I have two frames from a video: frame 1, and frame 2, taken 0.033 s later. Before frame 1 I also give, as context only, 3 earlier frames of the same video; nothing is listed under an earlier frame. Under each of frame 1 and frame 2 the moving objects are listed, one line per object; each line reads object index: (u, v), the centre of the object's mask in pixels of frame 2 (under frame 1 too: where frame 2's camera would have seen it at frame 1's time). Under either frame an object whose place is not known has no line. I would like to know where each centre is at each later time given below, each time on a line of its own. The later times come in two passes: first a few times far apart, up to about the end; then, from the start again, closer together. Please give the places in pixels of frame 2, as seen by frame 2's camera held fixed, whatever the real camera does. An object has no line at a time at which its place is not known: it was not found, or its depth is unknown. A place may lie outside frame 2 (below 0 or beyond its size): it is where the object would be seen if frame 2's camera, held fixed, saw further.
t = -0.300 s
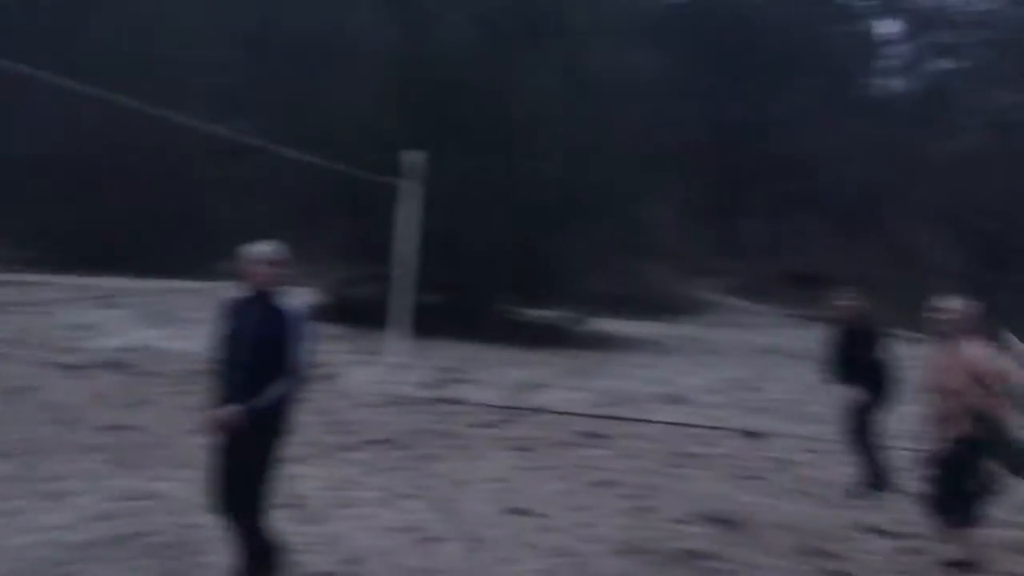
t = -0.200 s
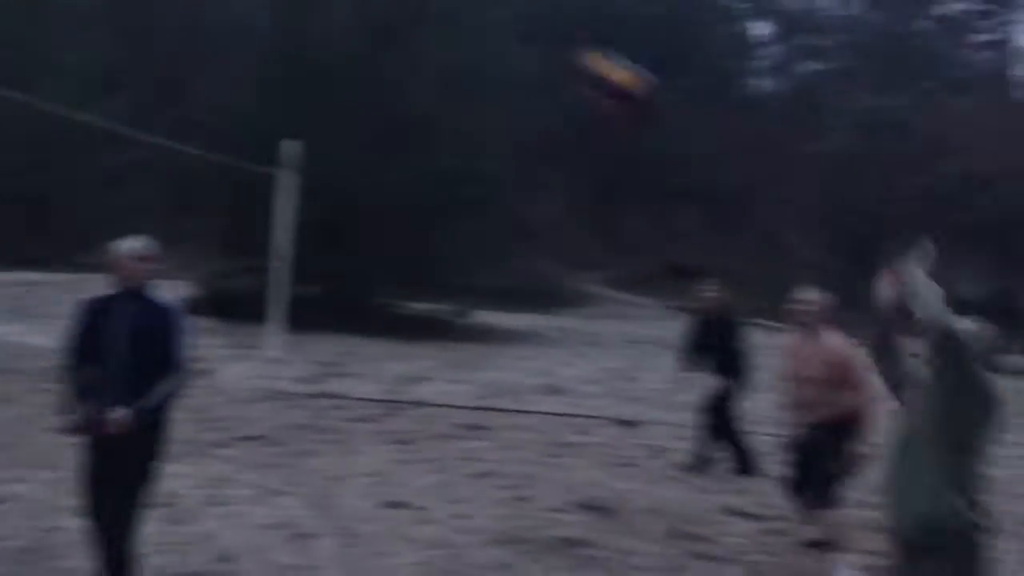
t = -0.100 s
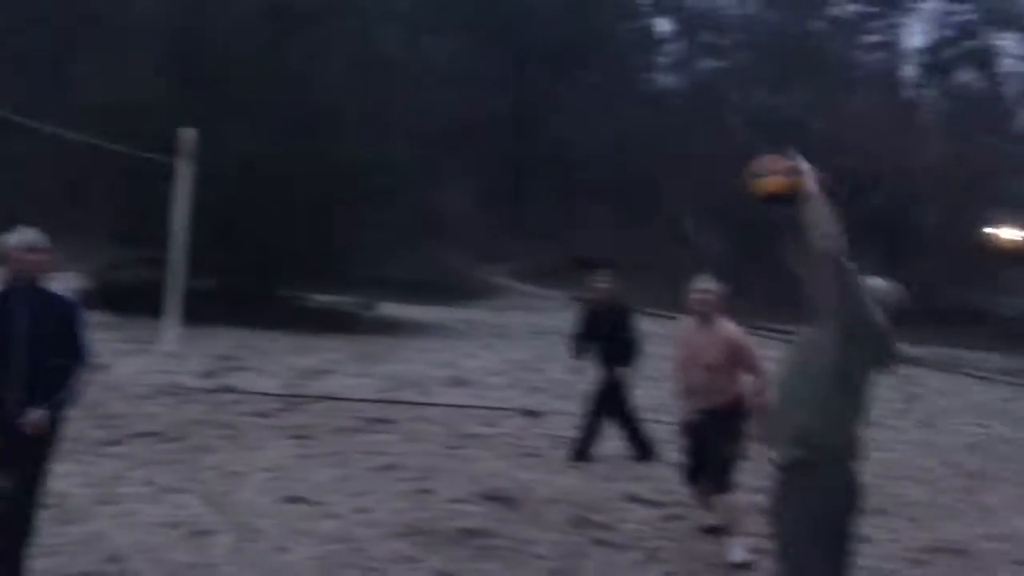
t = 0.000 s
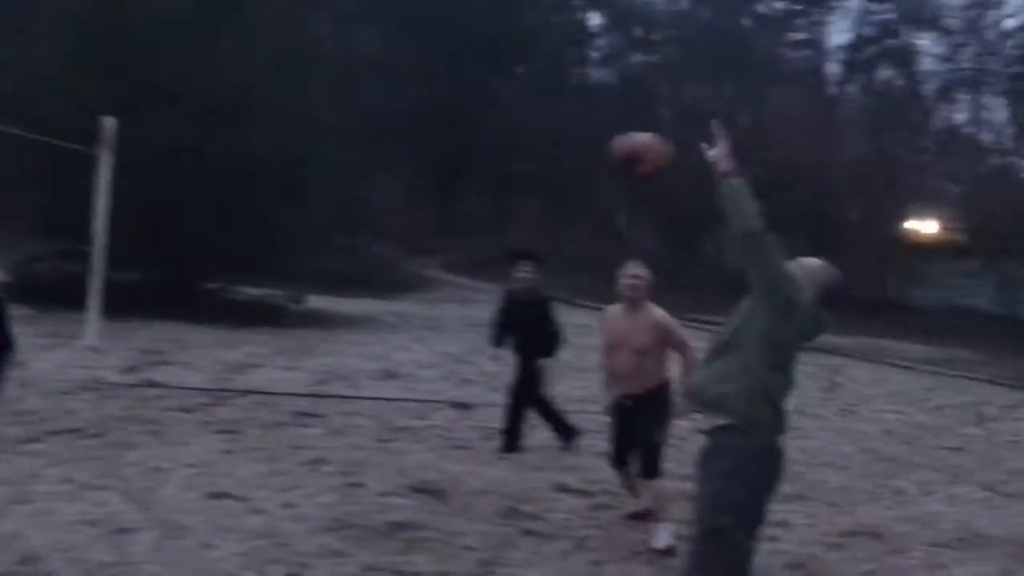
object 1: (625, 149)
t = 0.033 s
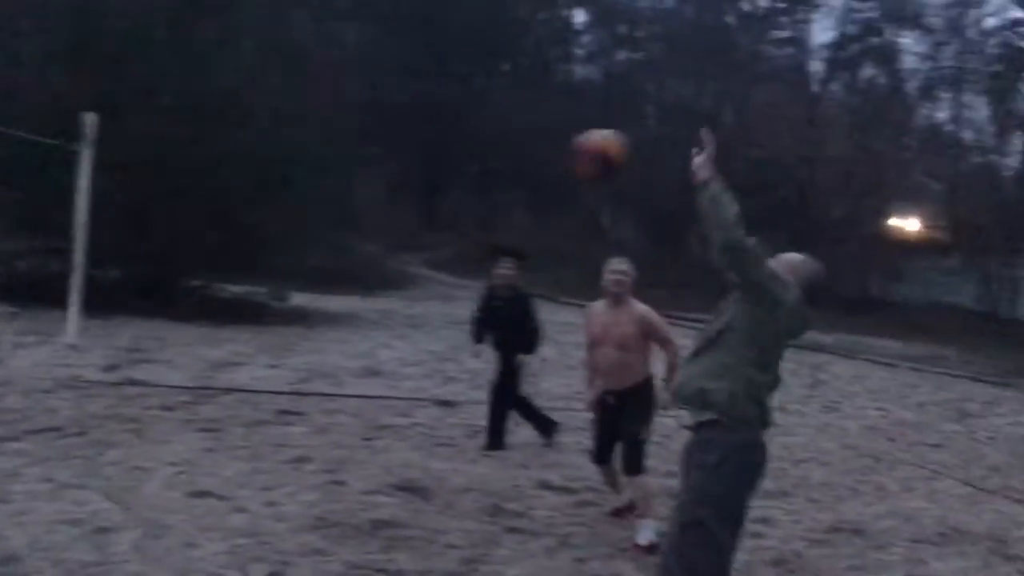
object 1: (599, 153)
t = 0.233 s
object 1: (469, 205)
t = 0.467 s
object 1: (334, 381)
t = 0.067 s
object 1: (577, 154)
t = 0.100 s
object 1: (556, 162)
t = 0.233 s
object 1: (469, 205)
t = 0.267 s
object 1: (453, 223)
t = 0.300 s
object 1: (436, 240)
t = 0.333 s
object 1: (412, 265)
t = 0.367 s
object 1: (392, 291)
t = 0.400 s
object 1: (375, 324)
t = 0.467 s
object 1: (334, 381)
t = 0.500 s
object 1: (318, 413)
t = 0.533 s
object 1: (296, 449)
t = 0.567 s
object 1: (279, 490)
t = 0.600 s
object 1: (258, 528)
